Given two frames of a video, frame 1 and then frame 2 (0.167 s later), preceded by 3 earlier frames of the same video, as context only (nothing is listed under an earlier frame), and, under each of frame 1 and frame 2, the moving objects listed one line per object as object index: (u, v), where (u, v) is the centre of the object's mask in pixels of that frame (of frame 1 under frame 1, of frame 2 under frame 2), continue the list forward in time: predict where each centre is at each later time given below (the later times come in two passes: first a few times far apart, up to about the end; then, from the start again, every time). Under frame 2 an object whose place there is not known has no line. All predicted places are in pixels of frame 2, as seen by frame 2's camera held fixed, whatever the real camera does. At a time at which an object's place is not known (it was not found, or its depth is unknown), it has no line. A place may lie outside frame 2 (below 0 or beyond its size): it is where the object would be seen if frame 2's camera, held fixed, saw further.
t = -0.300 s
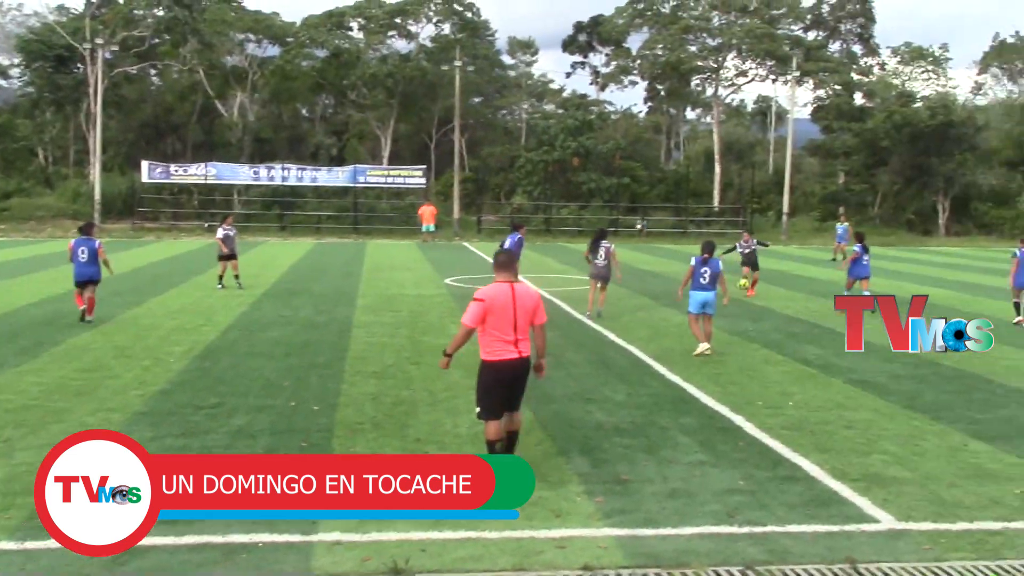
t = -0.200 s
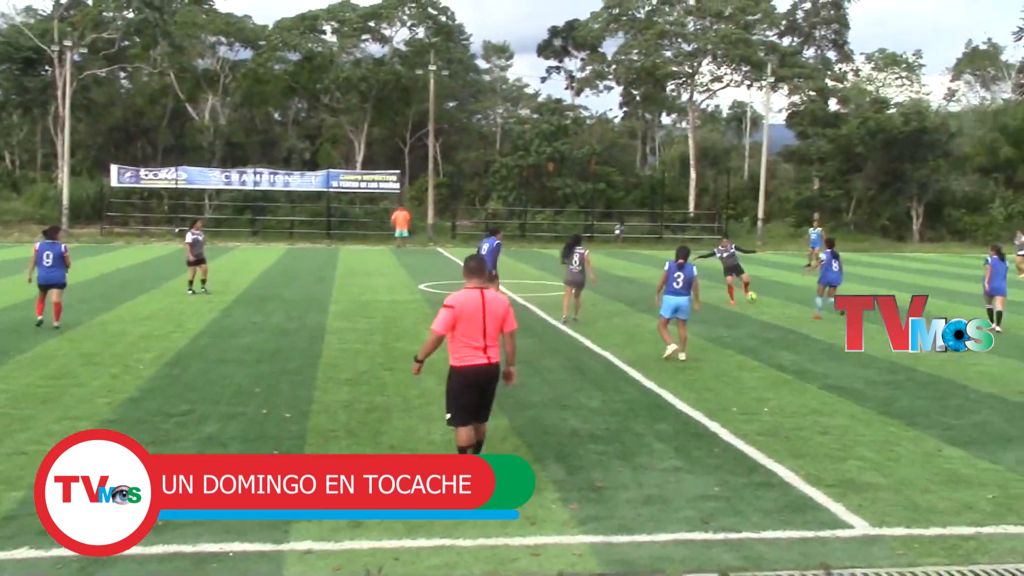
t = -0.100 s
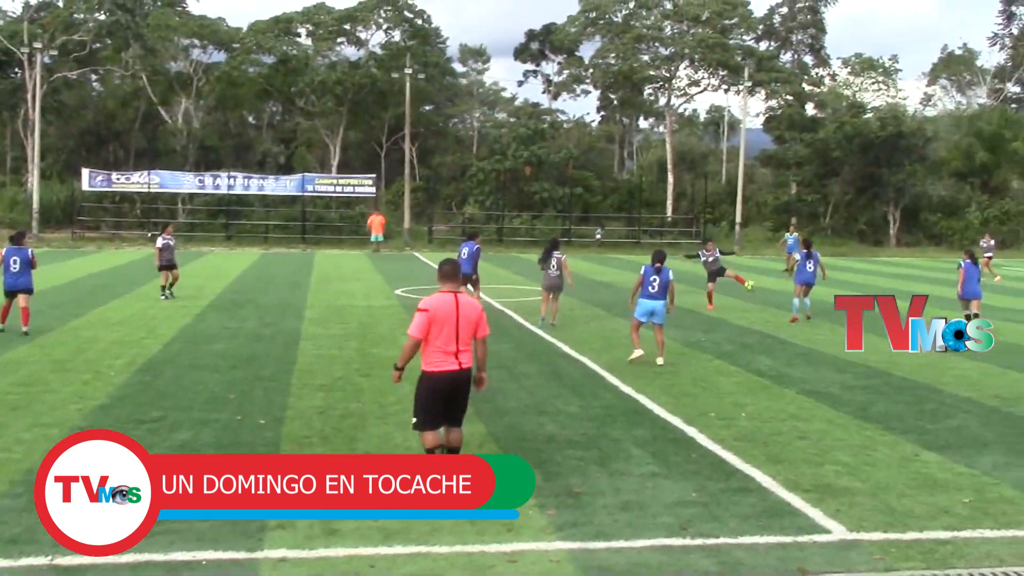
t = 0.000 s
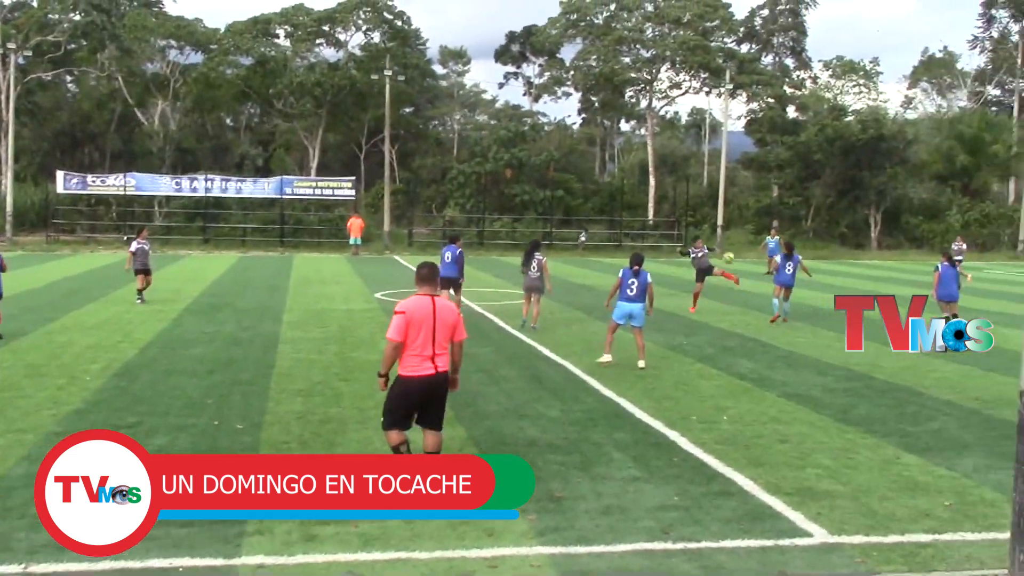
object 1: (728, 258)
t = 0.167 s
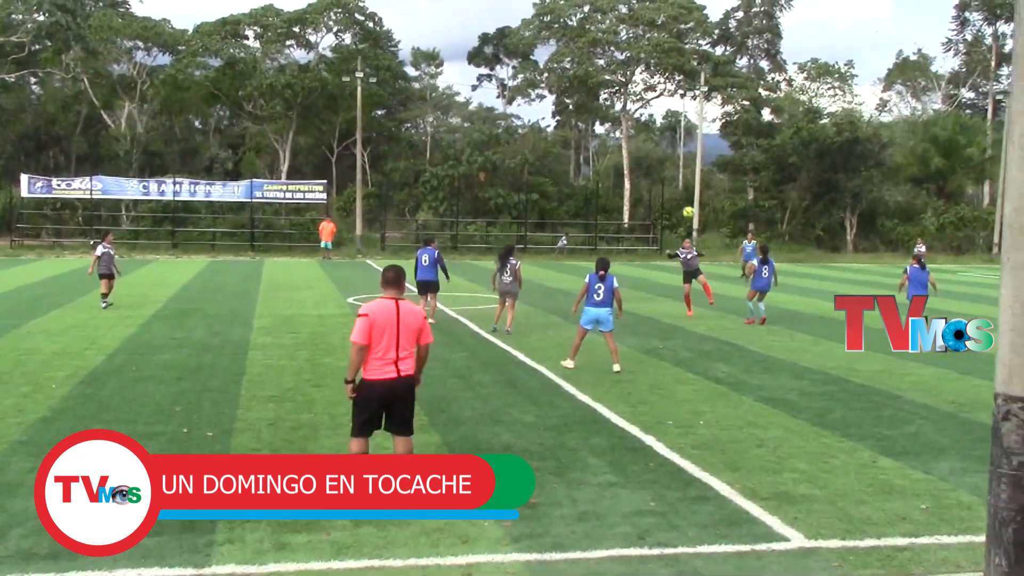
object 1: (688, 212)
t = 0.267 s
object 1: (677, 189)
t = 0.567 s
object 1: (635, 152)
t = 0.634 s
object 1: (626, 149)
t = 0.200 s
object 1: (685, 204)
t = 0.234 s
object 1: (681, 196)
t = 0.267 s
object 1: (677, 189)
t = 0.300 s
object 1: (672, 182)
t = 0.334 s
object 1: (667, 176)
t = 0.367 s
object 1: (663, 171)
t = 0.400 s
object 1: (659, 167)
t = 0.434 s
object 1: (654, 162)
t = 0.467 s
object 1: (649, 158)
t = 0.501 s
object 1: (644, 155)
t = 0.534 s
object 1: (640, 153)
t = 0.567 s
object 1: (635, 152)
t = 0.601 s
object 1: (630, 149)
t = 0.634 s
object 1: (626, 149)
